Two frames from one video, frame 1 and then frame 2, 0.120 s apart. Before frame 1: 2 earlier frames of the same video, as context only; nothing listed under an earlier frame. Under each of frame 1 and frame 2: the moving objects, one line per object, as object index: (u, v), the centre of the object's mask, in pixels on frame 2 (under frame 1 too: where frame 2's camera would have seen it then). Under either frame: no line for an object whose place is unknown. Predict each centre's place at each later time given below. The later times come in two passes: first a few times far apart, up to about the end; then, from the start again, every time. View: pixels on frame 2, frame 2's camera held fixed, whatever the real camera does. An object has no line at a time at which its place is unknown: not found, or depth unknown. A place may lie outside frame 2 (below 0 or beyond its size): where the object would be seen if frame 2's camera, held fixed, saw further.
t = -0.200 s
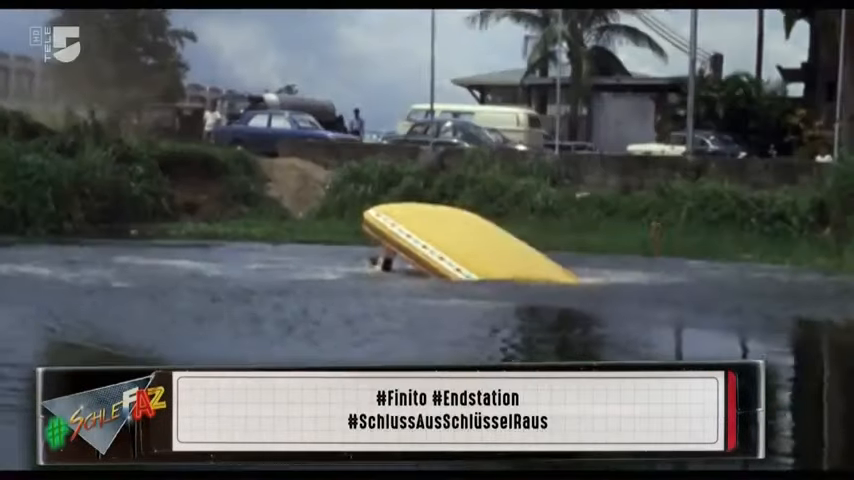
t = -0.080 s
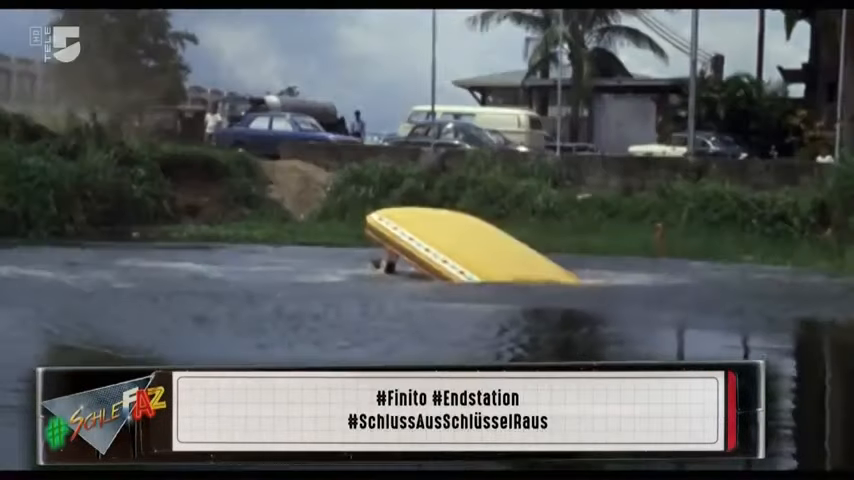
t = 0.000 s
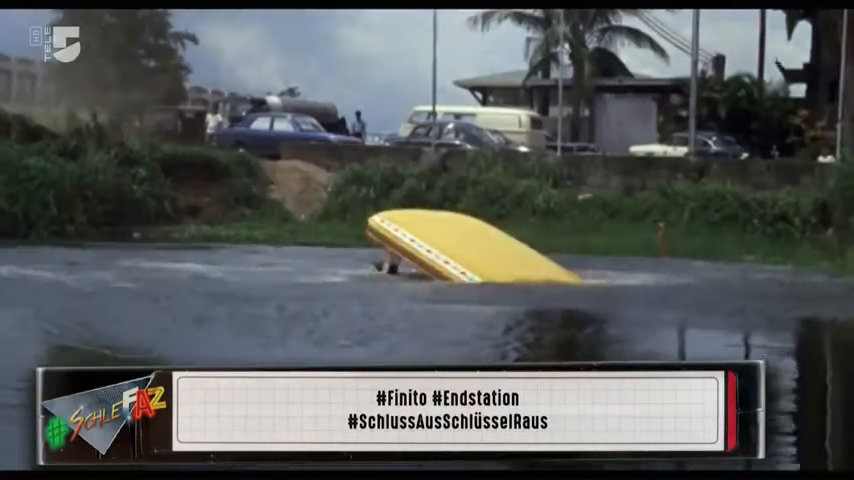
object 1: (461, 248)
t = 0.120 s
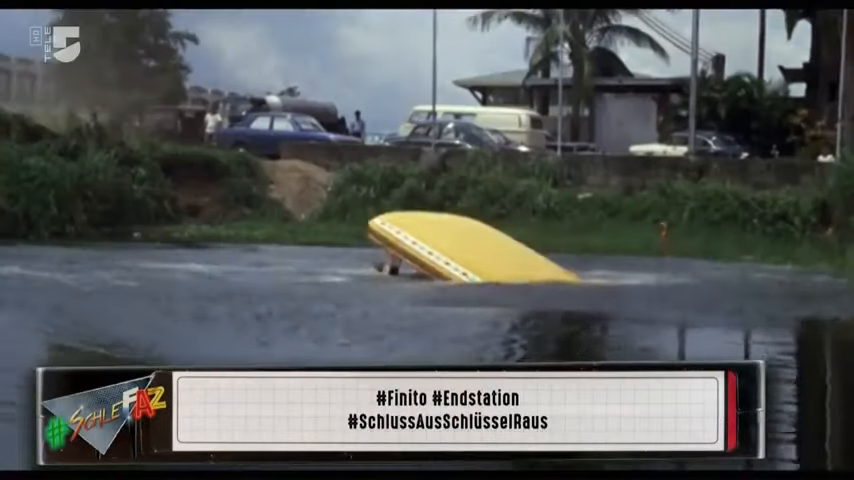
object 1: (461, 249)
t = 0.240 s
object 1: (462, 251)
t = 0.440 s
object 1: (463, 254)
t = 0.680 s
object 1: (464, 257)
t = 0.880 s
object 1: (465, 260)
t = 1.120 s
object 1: (468, 264)
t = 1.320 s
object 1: (470, 267)
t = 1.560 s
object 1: (473, 270)
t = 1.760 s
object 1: (478, 273)
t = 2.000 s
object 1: (482, 276)
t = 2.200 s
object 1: (493, 277)
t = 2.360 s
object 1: (498, 278)
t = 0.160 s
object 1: (461, 250)
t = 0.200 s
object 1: (461, 251)
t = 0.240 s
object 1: (462, 251)
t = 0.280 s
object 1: (462, 252)
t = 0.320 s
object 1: (462, 252)
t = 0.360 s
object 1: (462, 253)
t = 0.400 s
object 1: (463, 253)
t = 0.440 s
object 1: (463, 254)
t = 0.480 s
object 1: (463, 255)
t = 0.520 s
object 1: (463, 255)
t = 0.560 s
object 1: (464, 256)
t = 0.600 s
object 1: (464, 256)
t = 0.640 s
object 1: (464, 257)
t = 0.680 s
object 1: (464, 257)
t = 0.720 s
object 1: (464, 258)
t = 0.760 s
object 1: (464, 259)
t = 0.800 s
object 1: (464, 259)
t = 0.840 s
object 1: (465, 260)
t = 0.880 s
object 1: (465, 260)
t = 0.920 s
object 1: (465, 261)
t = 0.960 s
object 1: (465, 261)
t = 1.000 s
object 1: (468, 262)
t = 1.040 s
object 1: (467, 263)
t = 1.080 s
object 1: (468, 263)
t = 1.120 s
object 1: (468, 264)
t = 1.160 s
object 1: (467, 264)
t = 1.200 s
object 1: (468, 265)
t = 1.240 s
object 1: (468, 265)
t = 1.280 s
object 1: (468, 266)
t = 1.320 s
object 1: (470, 267)
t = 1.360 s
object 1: (471, 267)
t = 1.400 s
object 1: (471, 268)
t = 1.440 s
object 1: (471, 268)
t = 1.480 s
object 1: (471, 269)
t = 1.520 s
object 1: (472, 269)
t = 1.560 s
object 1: (473, 270)
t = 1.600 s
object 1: (475, 271)
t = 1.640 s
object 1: (476, 271)
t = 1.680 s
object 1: (477, 272)
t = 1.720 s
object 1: (478, 272)
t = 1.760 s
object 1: (478, 273)
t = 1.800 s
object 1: (481, 273)
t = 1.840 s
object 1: (481, 274)
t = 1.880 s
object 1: (482, 274)
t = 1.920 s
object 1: (482, 275)
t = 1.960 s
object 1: (484, 275)
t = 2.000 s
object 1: (482, 276)
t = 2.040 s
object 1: (489, 276)
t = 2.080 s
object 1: (491, 276)
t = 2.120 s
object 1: (493, 277)
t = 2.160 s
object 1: (493, 277)
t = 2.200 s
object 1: (493, 277)
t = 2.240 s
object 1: (494, 277)
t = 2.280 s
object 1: (496, 278)
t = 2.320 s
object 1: (494, 278)
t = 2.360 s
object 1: (498, 278)
